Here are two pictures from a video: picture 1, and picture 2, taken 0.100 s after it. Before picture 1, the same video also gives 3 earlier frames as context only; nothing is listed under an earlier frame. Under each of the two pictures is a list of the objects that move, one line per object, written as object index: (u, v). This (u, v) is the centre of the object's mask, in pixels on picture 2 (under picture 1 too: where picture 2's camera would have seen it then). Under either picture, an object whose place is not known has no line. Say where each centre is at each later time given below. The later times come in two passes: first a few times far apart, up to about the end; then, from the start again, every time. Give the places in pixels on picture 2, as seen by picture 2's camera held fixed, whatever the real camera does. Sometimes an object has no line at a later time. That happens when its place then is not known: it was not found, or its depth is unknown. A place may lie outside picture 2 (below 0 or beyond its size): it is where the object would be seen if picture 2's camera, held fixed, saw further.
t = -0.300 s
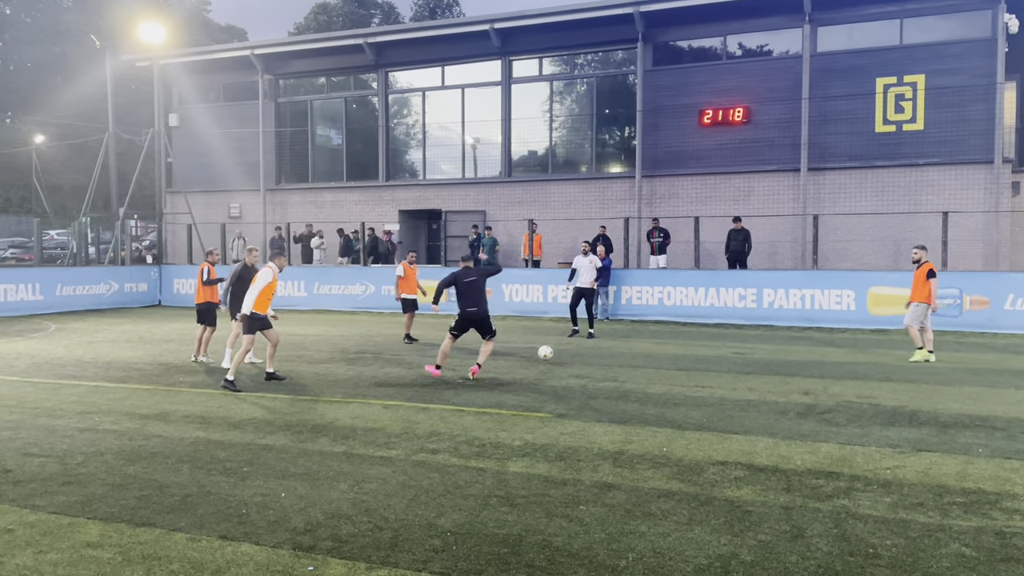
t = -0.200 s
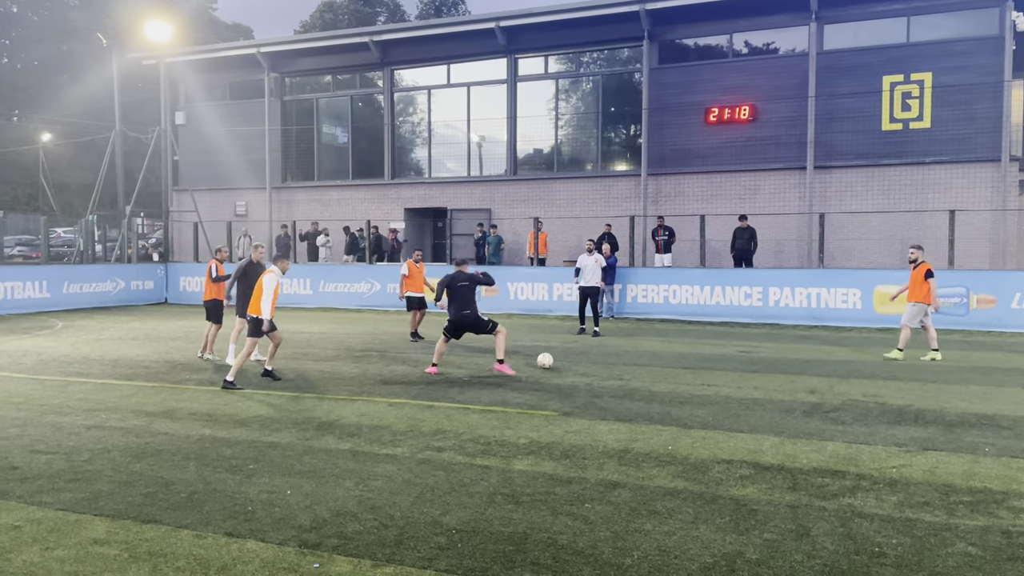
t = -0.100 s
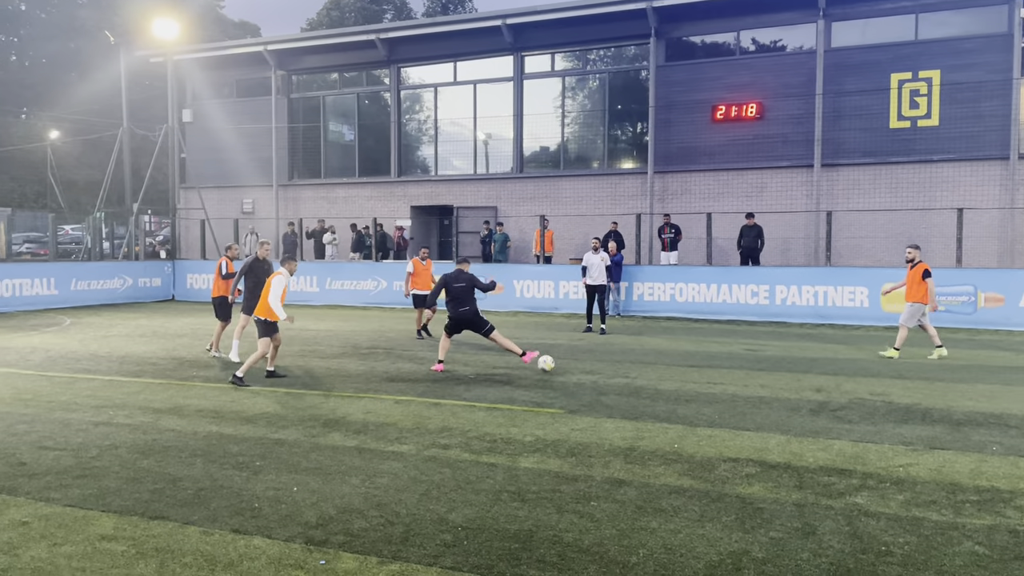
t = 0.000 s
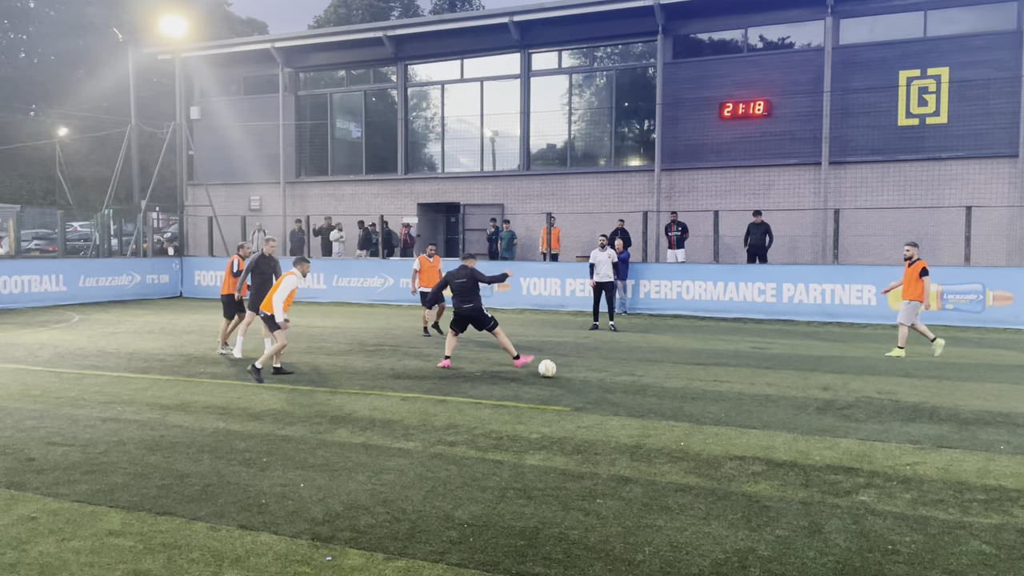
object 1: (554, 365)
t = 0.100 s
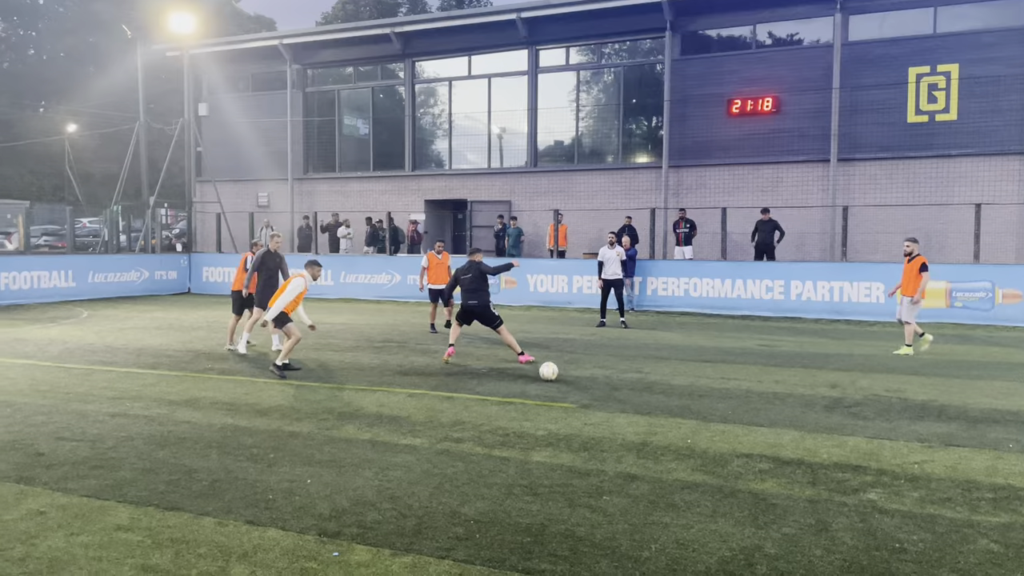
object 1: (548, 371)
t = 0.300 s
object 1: (536, 385)
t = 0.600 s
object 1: (516, 412)
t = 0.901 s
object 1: (487, 451)
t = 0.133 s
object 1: (547, 374)
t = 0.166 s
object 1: (545, 376)
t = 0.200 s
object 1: (543, 377)
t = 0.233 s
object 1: (541, 380)
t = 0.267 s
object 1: (539, 384)
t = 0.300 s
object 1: (536, 385)
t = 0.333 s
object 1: (535, 386)
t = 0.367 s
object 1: (532, 388)
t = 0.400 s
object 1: (530, 392)
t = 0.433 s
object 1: (528, 397)
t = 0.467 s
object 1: (526, 399)
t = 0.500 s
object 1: (523, 400)
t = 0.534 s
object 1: (521, 404)
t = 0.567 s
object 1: (518, 409)
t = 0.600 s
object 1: (516, 412)
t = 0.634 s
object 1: (513, 415)
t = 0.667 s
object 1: (510, 419)
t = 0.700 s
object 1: (507, 425)
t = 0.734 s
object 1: (504, 428)
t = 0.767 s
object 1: (501, 430)
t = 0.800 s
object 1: (497, 434)
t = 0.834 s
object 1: (494, 439)
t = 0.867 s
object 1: (490, 447)
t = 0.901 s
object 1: (487, 451)
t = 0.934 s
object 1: (483, 455)
